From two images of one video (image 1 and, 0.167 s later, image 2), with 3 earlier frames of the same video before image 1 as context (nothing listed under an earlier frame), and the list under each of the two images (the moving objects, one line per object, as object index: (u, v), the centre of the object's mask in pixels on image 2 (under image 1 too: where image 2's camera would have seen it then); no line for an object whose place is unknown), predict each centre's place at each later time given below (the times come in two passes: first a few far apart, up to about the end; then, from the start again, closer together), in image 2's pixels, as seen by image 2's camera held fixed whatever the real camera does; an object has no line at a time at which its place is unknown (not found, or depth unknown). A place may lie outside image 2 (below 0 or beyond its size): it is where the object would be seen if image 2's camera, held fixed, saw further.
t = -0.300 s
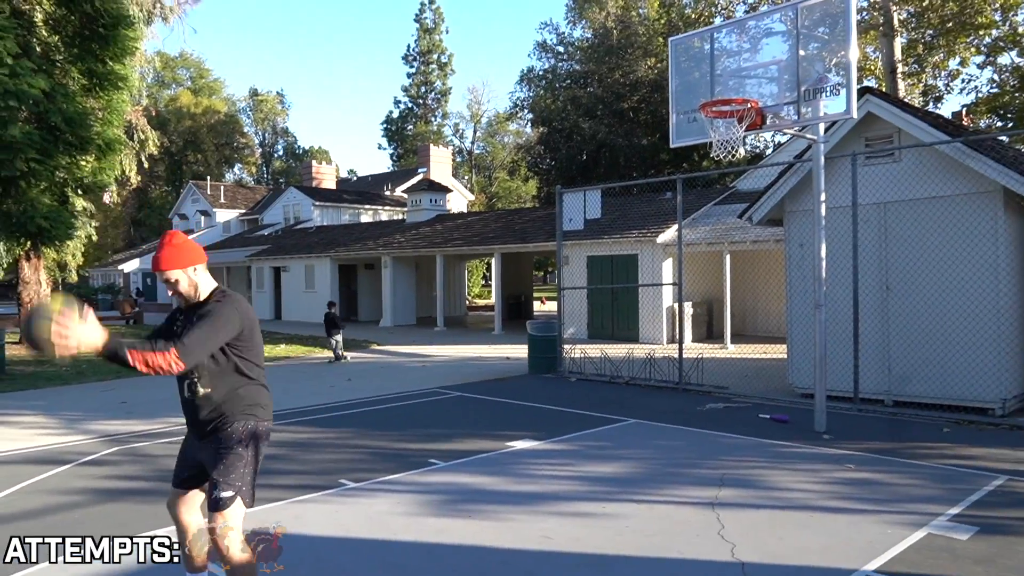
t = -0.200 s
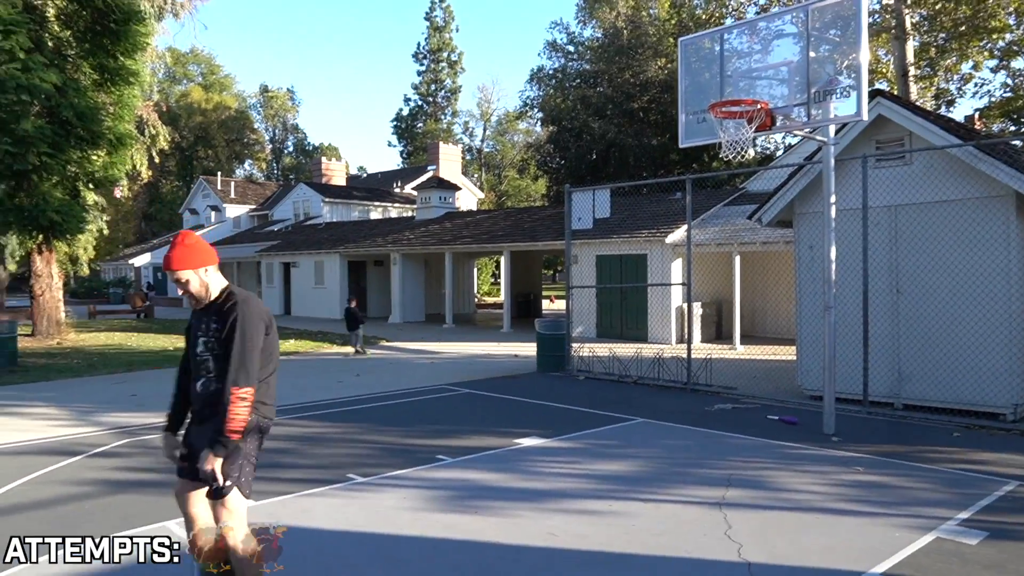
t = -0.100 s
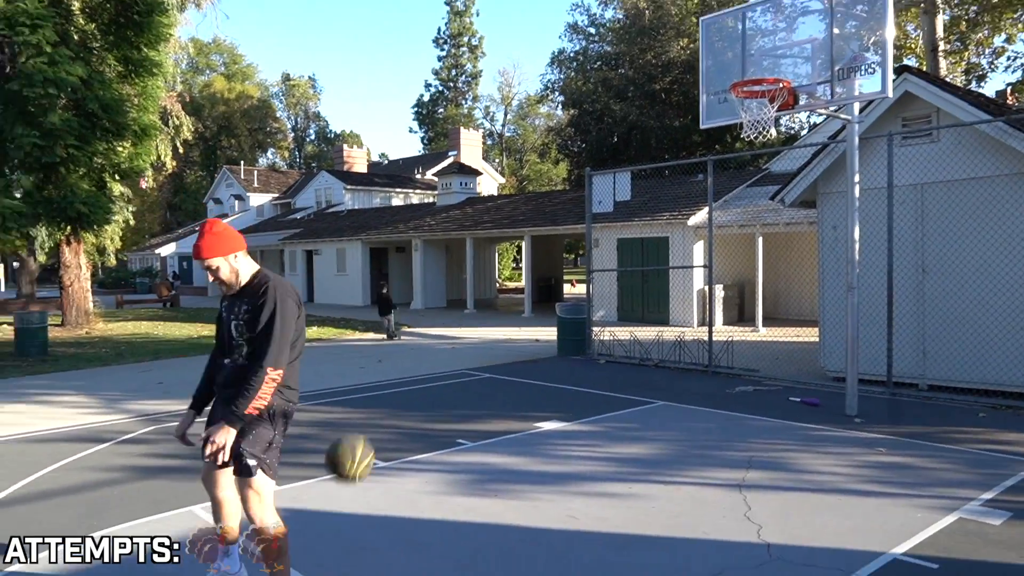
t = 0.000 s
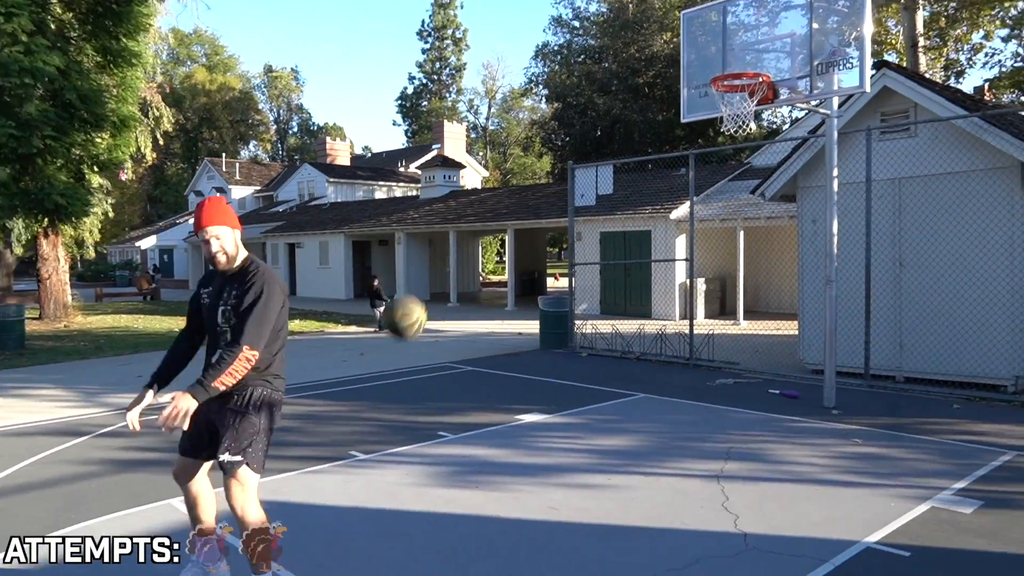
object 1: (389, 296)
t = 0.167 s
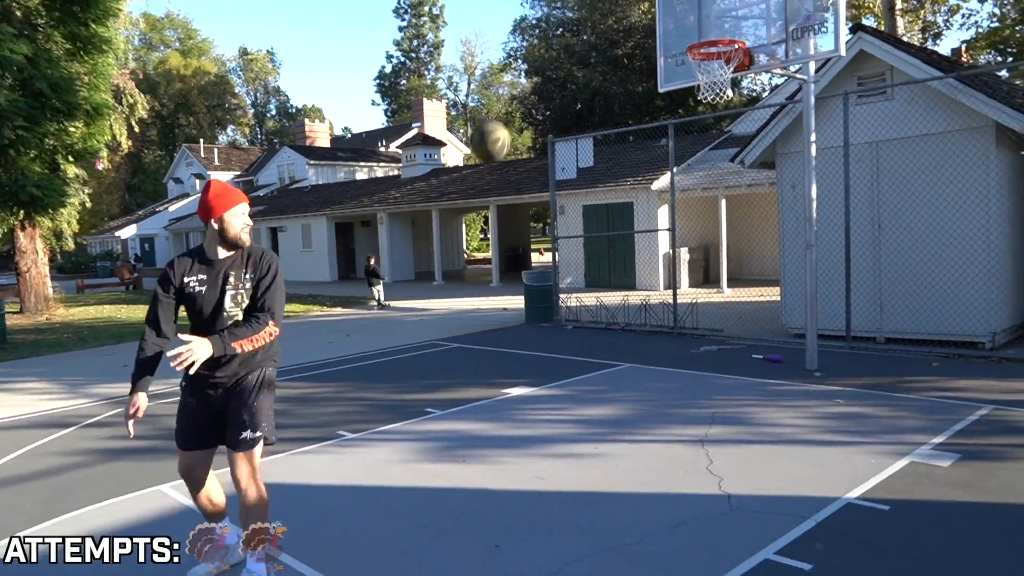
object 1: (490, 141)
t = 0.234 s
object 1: (527, 100)
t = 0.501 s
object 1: (651, 25)
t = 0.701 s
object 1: (727, 41)
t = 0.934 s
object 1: (801, 98)
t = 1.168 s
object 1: (874, 219)
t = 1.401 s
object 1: (943, 382)
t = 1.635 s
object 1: (998, 263)
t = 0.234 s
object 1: (527, 100)
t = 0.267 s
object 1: (544, 82)
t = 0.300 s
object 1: (561, 68)
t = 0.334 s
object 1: (577, 56)
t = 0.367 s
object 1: (593, 48)
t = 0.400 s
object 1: (608, 39)
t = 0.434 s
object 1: (624, 33)
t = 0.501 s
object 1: (651, 25)
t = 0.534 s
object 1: (664, 25)
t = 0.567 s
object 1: (679, 26)
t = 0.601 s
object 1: (691, 28)
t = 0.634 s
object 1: (702, 30)
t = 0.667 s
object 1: (715, 36)
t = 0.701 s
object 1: (727, 41)
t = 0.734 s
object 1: (741, 46)
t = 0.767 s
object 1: (750, 50)
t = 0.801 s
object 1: (760, 56)
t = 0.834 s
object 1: (770, 65)
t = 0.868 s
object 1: (781, 75)
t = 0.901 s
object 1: (791, 86)
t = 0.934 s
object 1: (801, 98)
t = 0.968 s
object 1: (811, 110)
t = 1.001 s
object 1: (823, 126)
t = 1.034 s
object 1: (833, 142)
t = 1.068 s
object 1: (843, 159)
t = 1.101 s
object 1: (854, 178)
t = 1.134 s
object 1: (864, 198)
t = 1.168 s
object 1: (874, 219)
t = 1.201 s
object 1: (884, 241)
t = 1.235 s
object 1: (893, 266)
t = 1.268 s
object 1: (902, 290)
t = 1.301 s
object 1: (913, 316)
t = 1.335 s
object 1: (923, 344)
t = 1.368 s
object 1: (935, 372)
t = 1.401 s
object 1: (943, 382)
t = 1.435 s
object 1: (951, 362)
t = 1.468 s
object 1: (957, 342)
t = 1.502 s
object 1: (965, 323)
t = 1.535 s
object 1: (973, 306)
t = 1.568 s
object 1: (982, 291)
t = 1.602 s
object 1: (990, 276)
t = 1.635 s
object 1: (998, 263)
